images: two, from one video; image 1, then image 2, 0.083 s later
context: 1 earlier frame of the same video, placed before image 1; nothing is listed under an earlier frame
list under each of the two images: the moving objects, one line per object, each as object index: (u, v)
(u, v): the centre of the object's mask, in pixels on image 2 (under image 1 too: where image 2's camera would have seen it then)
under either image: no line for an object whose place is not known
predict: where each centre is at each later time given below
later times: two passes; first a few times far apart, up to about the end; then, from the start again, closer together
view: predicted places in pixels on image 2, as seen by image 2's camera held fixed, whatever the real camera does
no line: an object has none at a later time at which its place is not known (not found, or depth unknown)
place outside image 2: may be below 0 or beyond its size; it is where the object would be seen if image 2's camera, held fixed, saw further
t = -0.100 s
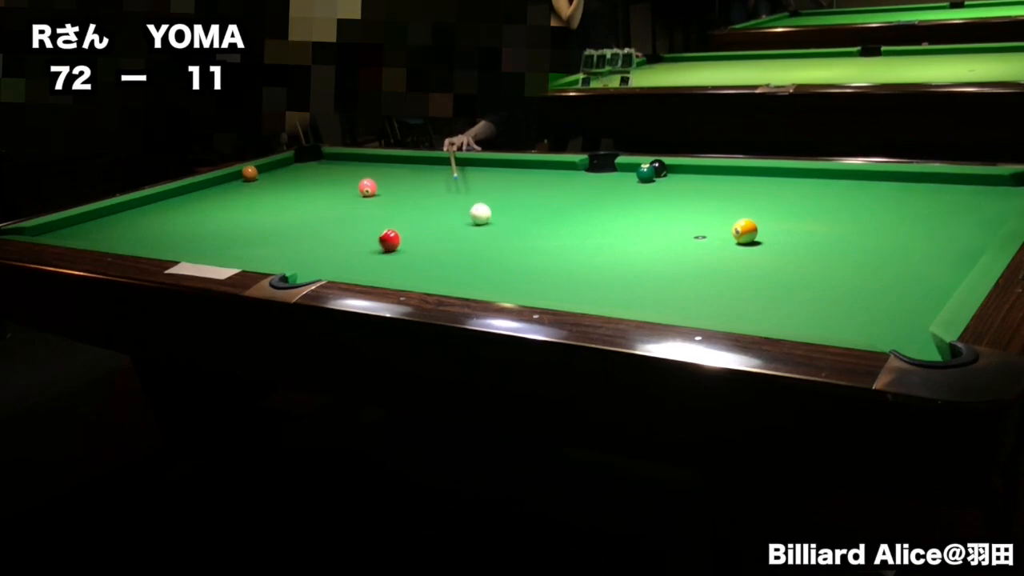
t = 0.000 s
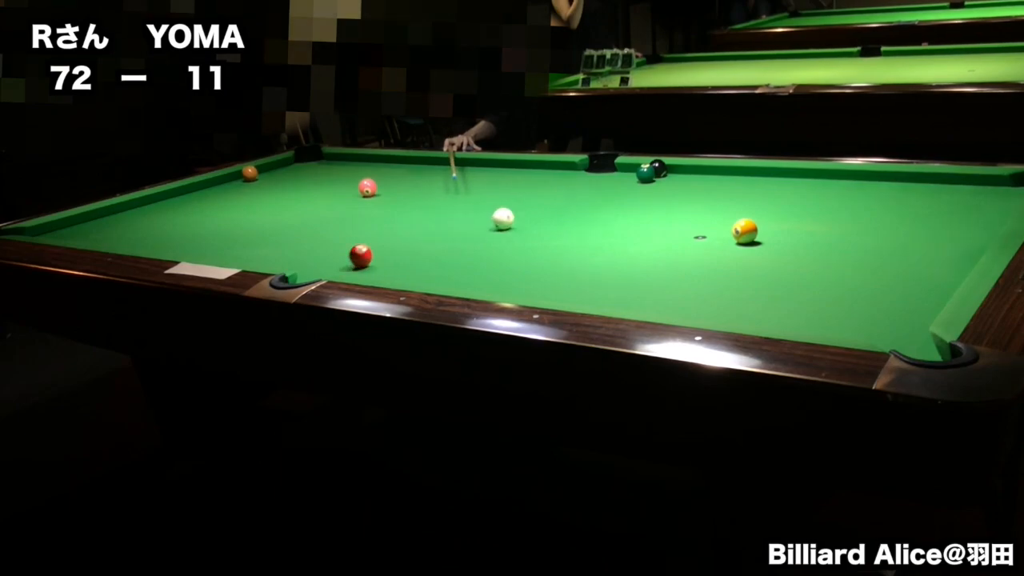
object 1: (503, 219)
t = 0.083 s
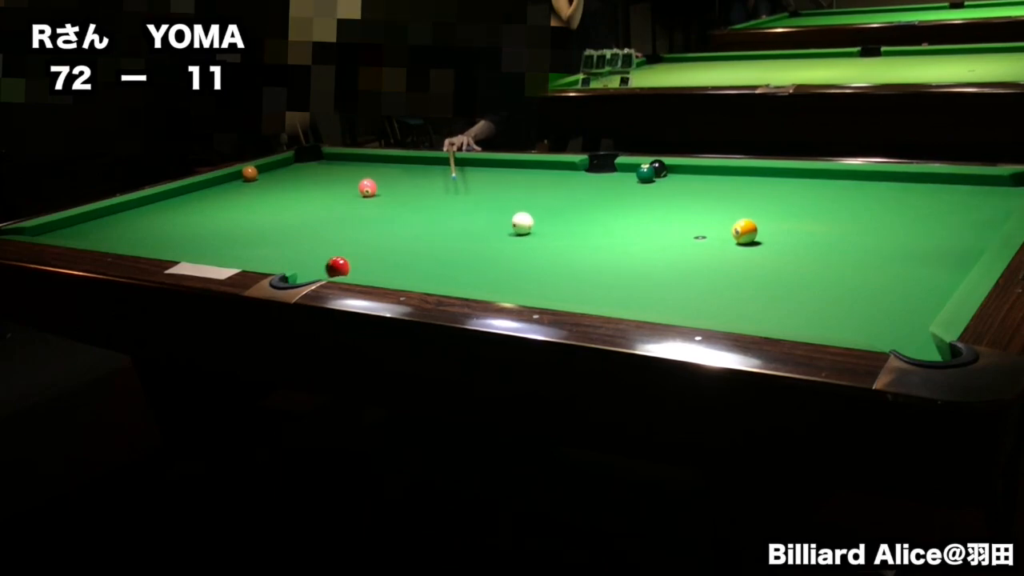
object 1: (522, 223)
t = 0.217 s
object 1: (554, 231)
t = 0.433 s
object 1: (612, 244)
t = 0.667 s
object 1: (681, 260)
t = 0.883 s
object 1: (755, 277)
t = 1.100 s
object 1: (839, 296)
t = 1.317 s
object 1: (917, 314)
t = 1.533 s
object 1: (858, 310)
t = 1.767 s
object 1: (802, 306)
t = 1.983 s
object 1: (756, 302)
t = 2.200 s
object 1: (713, 299)
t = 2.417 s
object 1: (675, 296)
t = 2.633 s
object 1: (640, 293)
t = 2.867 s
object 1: (605, 290)
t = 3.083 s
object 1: (576, 288)
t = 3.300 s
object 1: (550, 286)
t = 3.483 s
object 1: (529, 284)
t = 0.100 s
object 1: (526, 224)
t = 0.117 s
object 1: (530, 225)
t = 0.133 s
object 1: (534, 226)
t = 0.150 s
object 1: (538, 227)
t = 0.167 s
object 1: (542, 228)
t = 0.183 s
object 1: (546, 229)
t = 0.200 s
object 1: (550, 230)
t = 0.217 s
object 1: (554, 231)
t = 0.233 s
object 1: (559, 232)
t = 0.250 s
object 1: (563, 232)
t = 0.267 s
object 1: (567, 234)
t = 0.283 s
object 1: (571, 234)
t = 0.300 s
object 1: (576, 235)
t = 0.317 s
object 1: (580, 237)
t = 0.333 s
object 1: (584, 238)
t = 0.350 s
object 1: (589, 238)
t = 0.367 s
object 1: (593, 240)
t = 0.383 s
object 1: (598, 241)
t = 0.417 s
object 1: (607, 243)
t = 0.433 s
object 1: (612, 244)
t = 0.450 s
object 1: (616, 245)
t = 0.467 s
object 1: (621, 246)
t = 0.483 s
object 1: (626, 247)
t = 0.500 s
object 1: (631, 248)
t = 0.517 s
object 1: (635, 249)
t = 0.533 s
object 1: (640, 250)
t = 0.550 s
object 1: (645, 252)
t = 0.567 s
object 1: (650, 253)
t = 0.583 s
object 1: (655, 254)
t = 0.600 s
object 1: (661, 255)
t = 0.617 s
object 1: (666, 256)
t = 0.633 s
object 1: (671, 258)
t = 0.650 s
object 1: (676, 259)
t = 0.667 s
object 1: (681, 260)
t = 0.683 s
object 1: (687, 261)
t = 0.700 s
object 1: (692, 262)
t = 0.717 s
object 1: (698, 263)
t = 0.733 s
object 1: (703, 265)
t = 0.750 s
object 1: (708, 266)
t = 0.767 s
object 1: (715, 268)
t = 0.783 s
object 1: (720, 269)
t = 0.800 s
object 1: (726, 270)
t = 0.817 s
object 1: (731, 271)
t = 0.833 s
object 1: (737, 272)
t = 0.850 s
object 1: (743, 274)
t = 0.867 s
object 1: (750, 275)
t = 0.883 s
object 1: (755, 277)
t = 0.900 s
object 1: (761, 278)
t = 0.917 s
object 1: (767, 280)
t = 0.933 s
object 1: (774, 281)
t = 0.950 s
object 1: (780, 282)
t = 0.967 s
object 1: (786, 284)
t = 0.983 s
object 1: (793, 285)
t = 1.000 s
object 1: (799, 286)
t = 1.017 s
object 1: (806, 288)
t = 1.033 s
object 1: (812, 290)
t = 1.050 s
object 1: (819, 291)
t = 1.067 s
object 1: (826, 293)
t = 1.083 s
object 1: (833, 294)
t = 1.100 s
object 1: (839, 296)
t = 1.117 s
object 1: (846, 297)
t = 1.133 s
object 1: (853, 298)
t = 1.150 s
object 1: (860, 301)
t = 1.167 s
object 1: (868, 302)
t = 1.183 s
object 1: (875, 303)
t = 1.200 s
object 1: (882, 305)
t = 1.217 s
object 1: (889, 307)
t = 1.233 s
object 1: (897, 309)
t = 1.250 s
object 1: (905, 310)
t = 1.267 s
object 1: (912, 312)
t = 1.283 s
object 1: (919, 313)
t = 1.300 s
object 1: (922, 315)
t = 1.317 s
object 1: (917, 314)
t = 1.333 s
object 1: (911, 314)
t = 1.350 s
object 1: (906, 314)
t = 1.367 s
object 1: (901, 313)
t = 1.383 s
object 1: (896, 313)
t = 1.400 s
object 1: (892, 313)
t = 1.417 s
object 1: (888, 312)
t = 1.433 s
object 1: (883, 312)
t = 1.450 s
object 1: (879, 311)
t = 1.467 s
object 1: (875, 311)
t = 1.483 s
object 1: (871, 311)
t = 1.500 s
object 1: (866, 311)
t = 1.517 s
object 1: (862, 310)
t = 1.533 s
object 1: (858, 310)
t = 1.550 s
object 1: (854, 310)
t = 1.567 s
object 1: (850, 309)
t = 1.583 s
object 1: (845, 309)
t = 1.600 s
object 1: (841, 309)
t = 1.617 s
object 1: (837, 309)
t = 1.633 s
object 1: (833, 308)
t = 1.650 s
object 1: (829, 308)
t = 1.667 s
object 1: (825, 308)
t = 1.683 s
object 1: (822, 307)
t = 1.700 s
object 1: (818, 307)
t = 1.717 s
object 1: (814, 307)
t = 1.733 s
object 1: (810, 307)
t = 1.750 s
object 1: (806, 306)
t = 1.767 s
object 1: (802, 306)
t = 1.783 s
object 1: (799, 305)
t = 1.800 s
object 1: (795, 306)
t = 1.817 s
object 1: (792, 305)
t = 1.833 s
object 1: (788, 305)
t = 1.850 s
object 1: (784, 304)
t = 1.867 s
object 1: (780, 304)
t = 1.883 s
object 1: (777, 304)
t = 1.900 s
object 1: (773, 304)
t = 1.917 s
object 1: (769, 303)
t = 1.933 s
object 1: (766, 303)
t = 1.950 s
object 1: (763, 303)
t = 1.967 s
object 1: (759, 303)
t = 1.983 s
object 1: (756, 302)
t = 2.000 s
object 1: (753, 302)
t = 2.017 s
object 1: (749, 302)
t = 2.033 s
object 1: (746, 302)
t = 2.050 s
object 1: (742, 301)
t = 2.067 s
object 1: (739, 301)
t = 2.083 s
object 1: (735, 301)
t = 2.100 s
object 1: (732, 301)
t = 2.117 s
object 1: (729, 300)
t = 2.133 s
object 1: (726, 300)
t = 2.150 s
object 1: (723, 300)
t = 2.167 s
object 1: (720, 300)
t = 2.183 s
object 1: (716, 299)
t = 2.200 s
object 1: (713, 299)
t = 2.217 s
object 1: (710, 299)
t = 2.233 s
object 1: (707, 299)
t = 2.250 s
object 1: (704, 298)
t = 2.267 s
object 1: (701, 298)
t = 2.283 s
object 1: (698, 298)
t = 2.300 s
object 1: (695, 297)
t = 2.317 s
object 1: (692, 297)
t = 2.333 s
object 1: (689, 297)
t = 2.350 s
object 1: (686, 297)
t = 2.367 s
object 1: (683, 297)
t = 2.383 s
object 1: (681, 296)
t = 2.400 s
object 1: (678, 296)
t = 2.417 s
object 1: (675, 296)
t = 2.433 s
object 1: (672, 296)
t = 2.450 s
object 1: (669, 296)
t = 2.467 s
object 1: (667, 296)
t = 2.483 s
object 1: (664, 295)
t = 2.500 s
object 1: (661, 295)
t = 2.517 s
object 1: (658, 295)
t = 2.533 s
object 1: (656, 295)
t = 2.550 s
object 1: (653, 294)
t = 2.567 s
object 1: (650, 294)
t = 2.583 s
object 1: (647, 294)
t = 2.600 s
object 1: (645, 294)
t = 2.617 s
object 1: (642, 293)
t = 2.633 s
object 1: (640, 293)
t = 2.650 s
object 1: (637, 293)
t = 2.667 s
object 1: (634, 293)
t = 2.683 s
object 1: (632, 292)
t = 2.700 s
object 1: (629, 292)
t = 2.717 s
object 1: (627, 292)
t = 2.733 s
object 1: (624, 292)
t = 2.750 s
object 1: (622, 291)
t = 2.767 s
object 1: (620, 291)
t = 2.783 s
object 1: (617, 291)
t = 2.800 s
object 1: (615, 291)
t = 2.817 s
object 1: (613, 291)
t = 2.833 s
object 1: (610, 291)
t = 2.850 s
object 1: (608, 290)
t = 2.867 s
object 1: (605, 290)
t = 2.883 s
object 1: (603, 290)
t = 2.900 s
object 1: (601, 290)
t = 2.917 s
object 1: (598, 290)
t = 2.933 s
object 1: (596, 290)
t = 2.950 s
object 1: (594, 289)
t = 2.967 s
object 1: (592, 289)
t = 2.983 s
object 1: (589, 289)
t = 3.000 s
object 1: (587, 289)
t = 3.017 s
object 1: (585, 289)
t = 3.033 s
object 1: (583, 289)
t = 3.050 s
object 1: (581, 289)
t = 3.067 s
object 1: (578, 289)
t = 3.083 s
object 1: (576, 288)
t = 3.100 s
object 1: (574, 288)
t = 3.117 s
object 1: (572, 288)
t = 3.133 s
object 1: (570, 288)
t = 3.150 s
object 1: (568, 288)
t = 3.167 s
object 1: (566, 288)
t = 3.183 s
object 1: (564, 287)
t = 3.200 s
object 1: (562, 287)
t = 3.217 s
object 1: (559, 287)
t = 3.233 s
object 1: (557, 287)
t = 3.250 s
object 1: (556, 287)
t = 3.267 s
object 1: (554, 287)
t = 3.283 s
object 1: (552, 286)
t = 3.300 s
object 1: (550, 286)
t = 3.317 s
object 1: (548, 286)
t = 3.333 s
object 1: (546, 286)
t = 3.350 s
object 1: (544, 285)
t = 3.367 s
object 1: (542, 285)
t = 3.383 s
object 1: (540, 285)
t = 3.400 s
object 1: (539, 285)
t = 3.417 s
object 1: (537, 285)
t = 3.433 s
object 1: (535, 285)
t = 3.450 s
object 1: (533, 285)
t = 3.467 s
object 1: (531, 285)
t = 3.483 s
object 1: (529, 284)
